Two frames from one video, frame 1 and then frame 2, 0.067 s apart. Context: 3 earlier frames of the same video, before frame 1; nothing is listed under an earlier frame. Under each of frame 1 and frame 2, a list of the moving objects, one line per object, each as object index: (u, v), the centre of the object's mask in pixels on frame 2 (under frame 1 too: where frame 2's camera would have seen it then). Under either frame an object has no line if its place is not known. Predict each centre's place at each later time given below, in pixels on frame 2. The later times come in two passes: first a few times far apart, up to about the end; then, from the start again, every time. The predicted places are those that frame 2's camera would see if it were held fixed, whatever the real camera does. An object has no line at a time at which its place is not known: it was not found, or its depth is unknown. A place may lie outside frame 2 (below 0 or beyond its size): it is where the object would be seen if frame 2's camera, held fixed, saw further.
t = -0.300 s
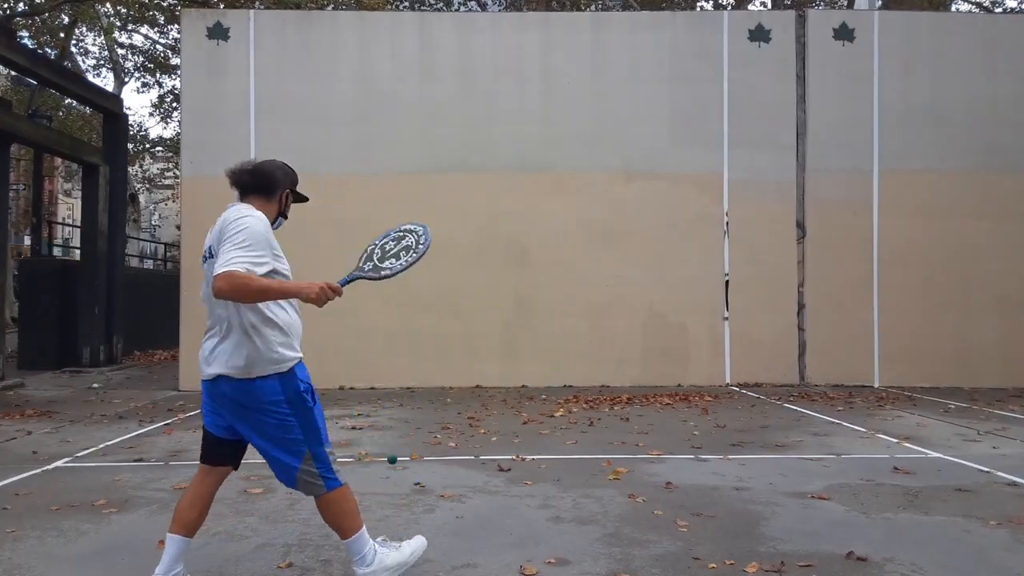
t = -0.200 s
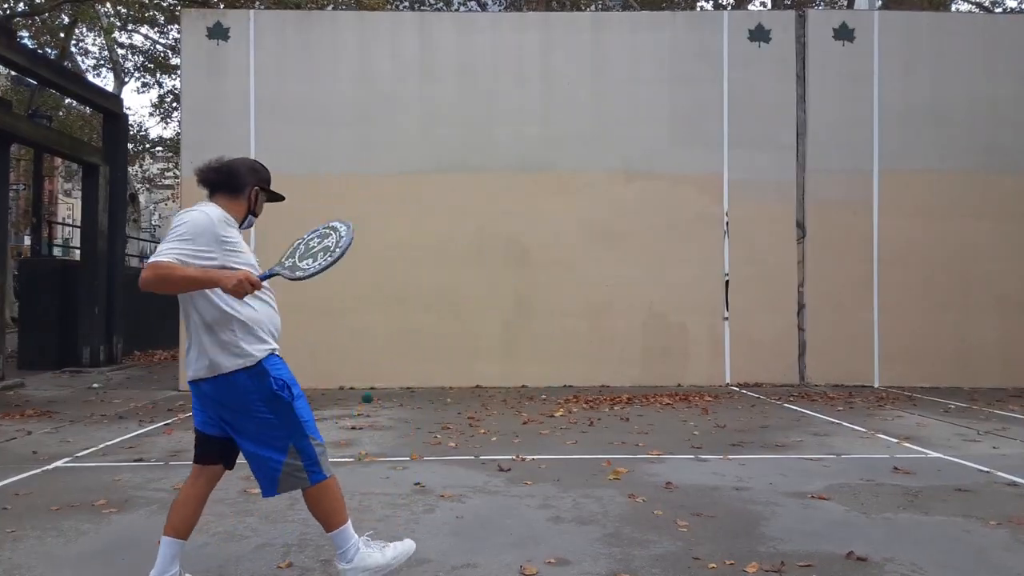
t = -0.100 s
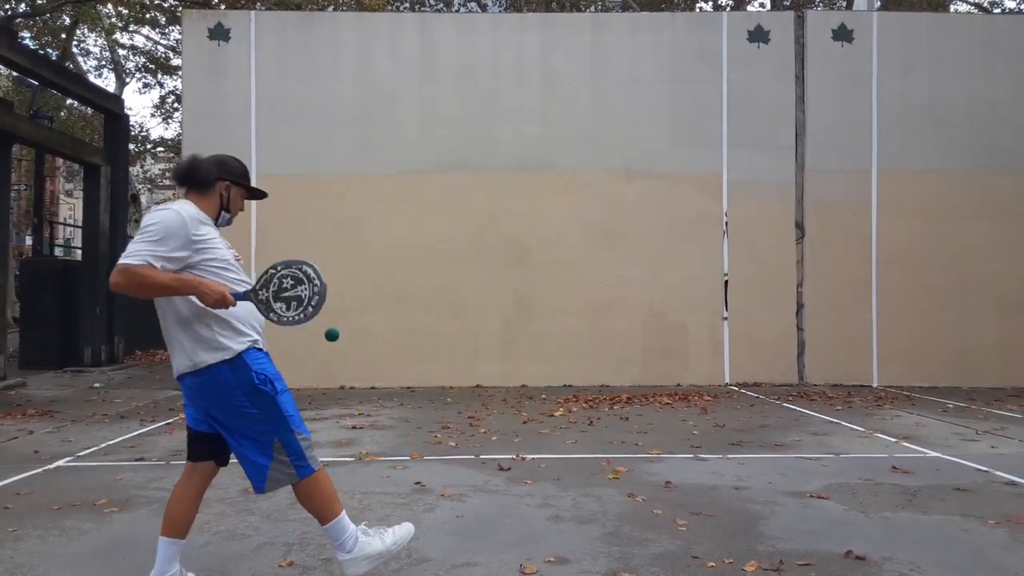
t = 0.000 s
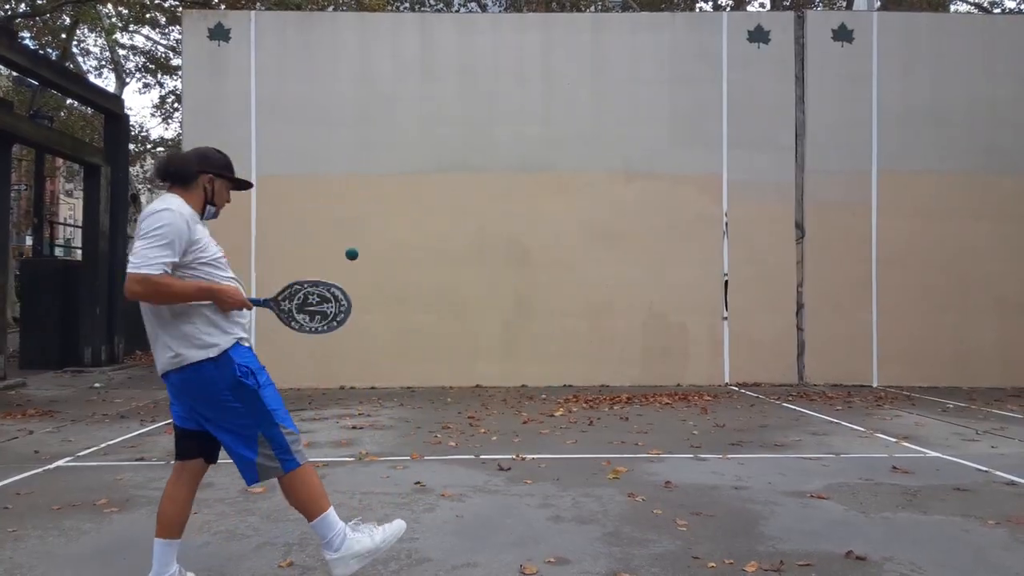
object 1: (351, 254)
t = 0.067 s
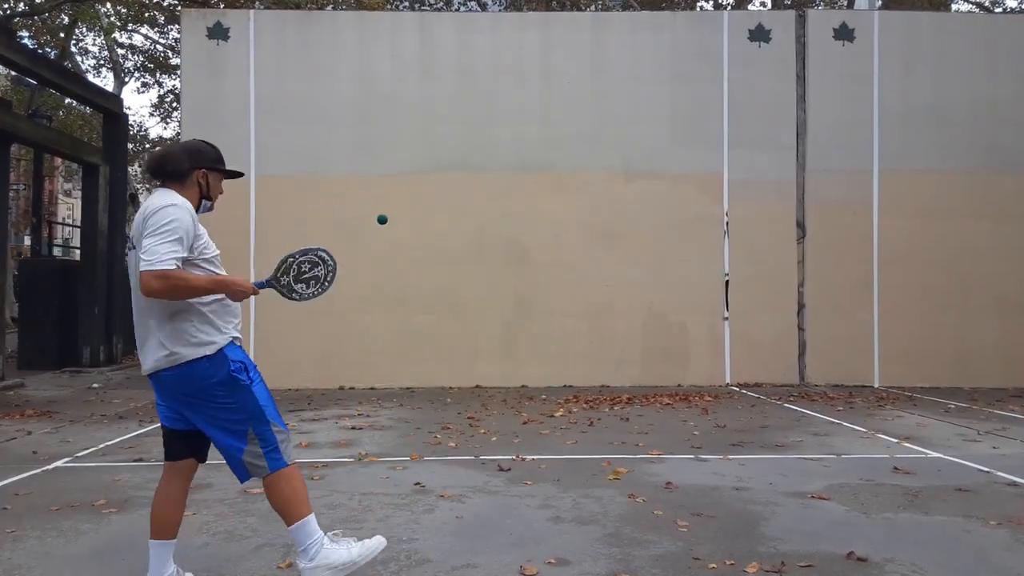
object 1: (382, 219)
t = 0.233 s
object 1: (428, 193)
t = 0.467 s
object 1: (460, 214)
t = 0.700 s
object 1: (479, 264)
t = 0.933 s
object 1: (490, 341)
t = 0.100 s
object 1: (394, 209)
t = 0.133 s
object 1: (404, 201)
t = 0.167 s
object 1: (413, 196)
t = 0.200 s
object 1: (420, 194)
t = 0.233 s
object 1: (428, 193)
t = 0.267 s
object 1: (434, 193)
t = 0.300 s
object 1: (439, 194)
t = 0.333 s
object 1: (444, 197)
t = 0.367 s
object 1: (448, 200)
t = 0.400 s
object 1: (452, 204)
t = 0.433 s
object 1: (456, 209)
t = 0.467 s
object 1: (460, 214)
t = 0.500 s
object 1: (463, 221)
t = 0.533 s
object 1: (466, 227)
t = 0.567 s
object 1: (469, 233)
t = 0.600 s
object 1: (471, 241)
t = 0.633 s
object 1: (474, 248)
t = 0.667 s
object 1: (476, 256)
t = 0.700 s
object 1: (479, 264)
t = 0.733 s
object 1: (480, 272)
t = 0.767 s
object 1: (482, 279)
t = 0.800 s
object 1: (483, 288)
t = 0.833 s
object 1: (485, 299)
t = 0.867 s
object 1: (487, 311)
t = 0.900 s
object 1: (488, 326)
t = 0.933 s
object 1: (490, 341)
